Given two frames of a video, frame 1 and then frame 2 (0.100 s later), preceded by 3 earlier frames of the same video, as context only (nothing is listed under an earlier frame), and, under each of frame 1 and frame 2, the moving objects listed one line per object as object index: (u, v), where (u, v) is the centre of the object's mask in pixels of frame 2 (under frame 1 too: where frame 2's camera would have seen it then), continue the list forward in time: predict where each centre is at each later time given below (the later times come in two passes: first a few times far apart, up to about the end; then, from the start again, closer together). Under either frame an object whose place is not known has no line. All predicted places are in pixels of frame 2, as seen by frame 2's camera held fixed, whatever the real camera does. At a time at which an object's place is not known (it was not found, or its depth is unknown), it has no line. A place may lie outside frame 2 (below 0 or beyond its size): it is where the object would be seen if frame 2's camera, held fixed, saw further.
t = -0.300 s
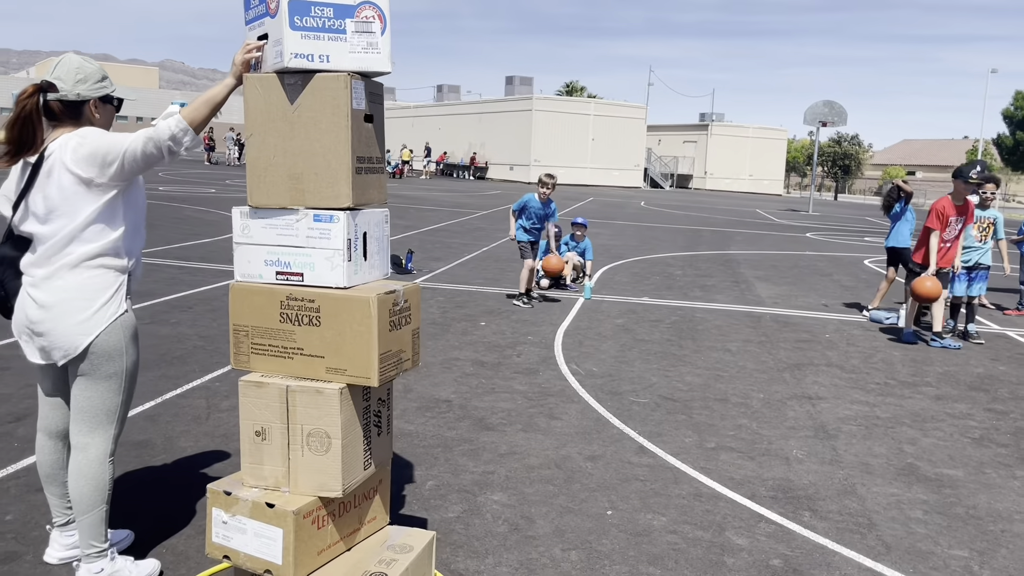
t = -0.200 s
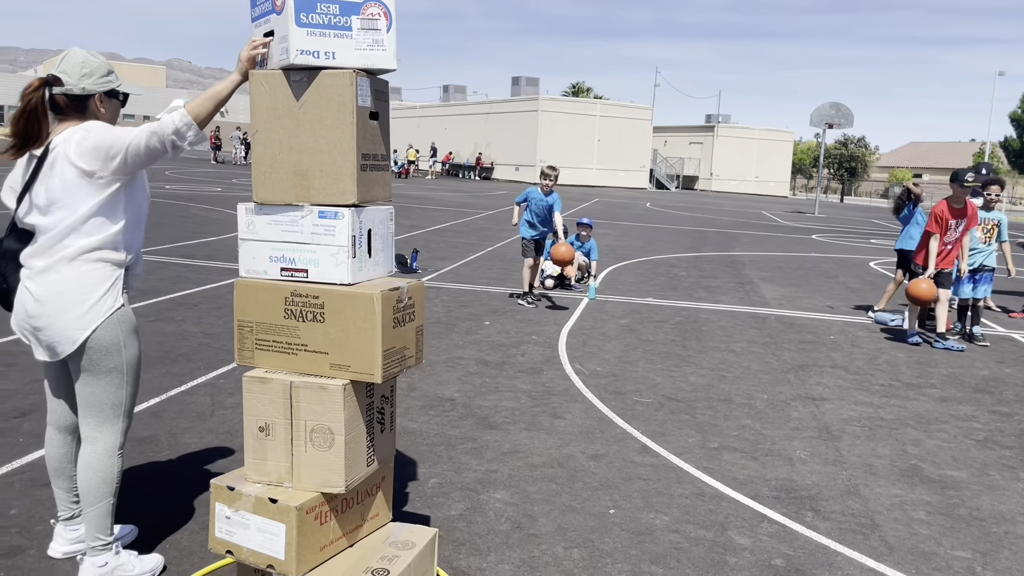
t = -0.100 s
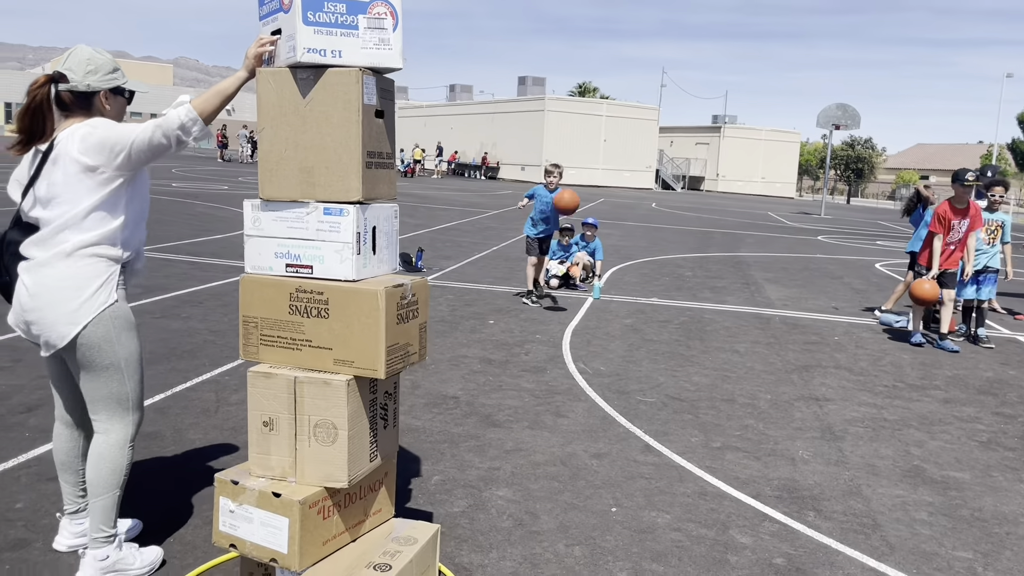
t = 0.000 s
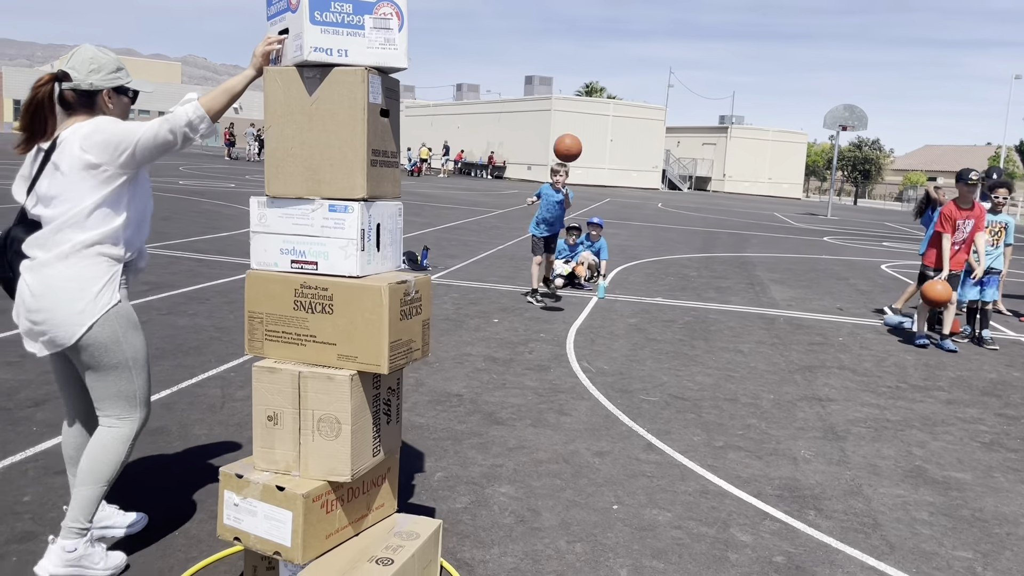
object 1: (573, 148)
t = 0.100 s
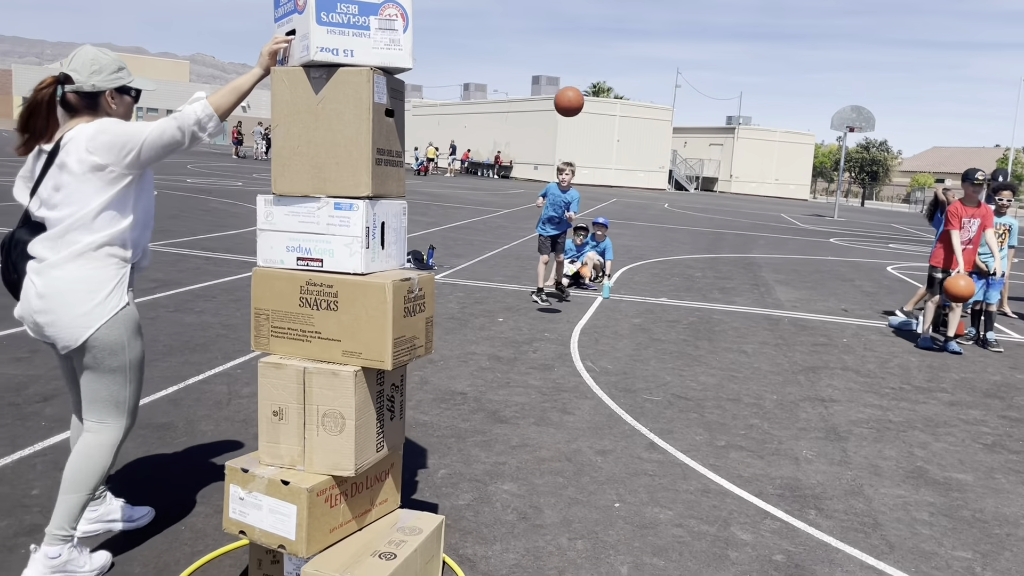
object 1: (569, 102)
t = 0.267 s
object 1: (559, 44)
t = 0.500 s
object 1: (534, 18)
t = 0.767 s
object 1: (481, 118)
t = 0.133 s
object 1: (567, 88)
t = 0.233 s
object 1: (561, 53)
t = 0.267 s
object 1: (559, 44)
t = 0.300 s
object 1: (557, 36)
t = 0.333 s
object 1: (554, 29)
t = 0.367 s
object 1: (550, 23)
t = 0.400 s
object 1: (547, 19)
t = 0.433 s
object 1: (543, 17)
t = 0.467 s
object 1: (538, 16)
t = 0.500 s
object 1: (534, 18)
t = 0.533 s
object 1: (529, 22)
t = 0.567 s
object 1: (523, 28)
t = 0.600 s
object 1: (517, 36)
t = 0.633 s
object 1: (510, 48)
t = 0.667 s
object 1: (504, 61)
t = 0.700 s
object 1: (497, 77)
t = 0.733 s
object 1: (490, 96)
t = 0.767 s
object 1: (481, 118)
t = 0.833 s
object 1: (465, 172)
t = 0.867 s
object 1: (456, 205)
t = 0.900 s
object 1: (446, 240)
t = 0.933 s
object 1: (441, 280)
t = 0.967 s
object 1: (439, 325)
